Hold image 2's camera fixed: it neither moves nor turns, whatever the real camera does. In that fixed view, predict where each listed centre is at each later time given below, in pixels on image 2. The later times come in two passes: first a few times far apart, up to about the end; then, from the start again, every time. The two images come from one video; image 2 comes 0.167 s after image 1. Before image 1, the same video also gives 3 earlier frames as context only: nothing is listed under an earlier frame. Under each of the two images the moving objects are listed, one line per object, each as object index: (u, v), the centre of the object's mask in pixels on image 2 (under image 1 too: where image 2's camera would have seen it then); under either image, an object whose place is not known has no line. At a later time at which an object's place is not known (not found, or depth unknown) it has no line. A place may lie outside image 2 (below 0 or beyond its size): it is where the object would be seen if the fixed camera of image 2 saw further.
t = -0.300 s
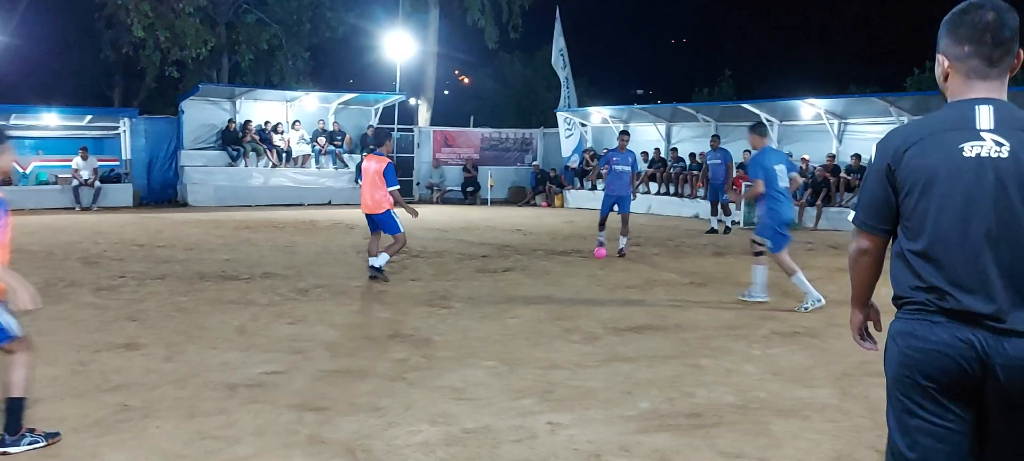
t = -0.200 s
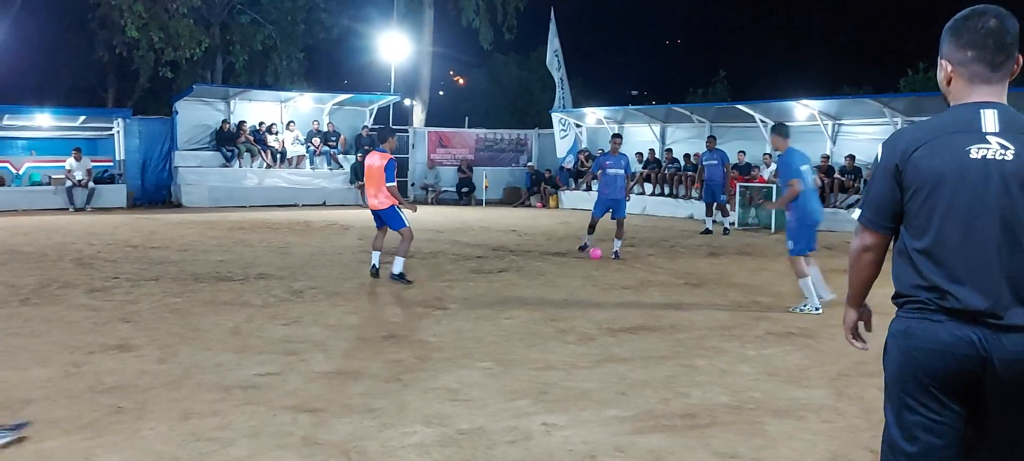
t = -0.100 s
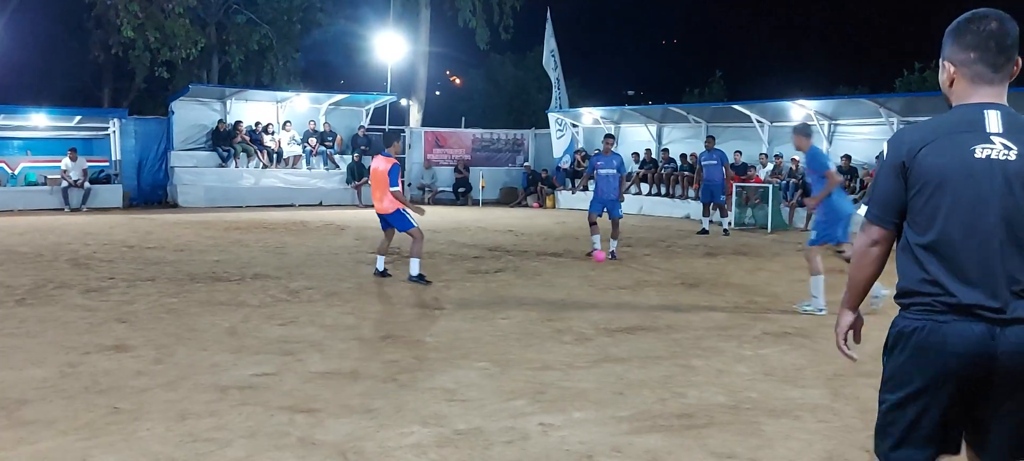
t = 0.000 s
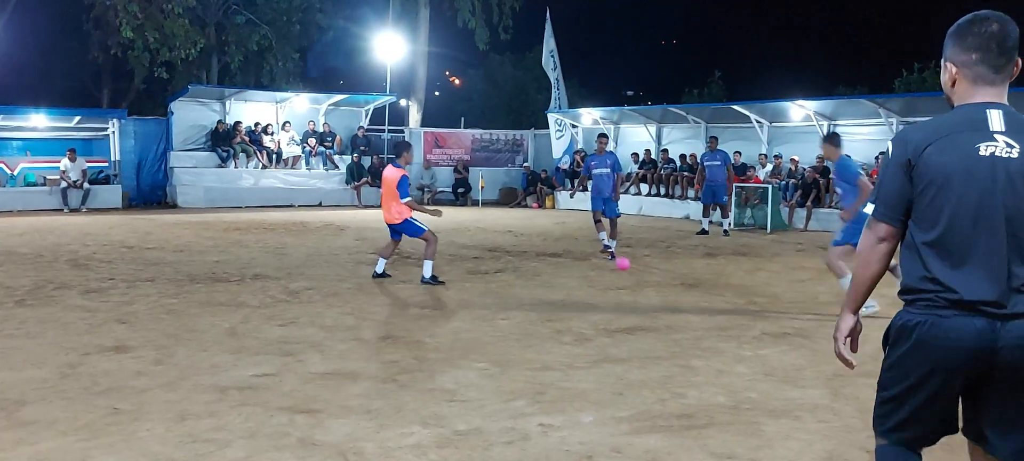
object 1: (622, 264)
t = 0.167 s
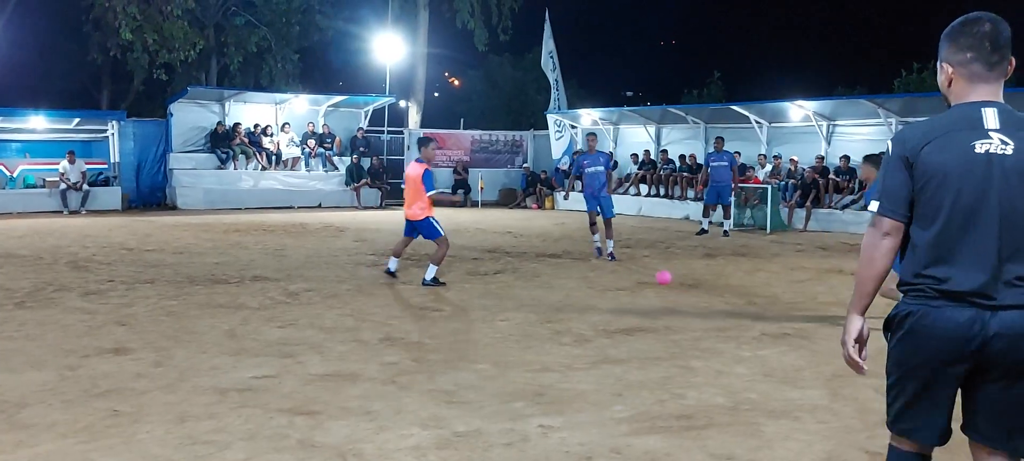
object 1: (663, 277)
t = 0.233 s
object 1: (680, 282)
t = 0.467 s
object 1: (736, 299)
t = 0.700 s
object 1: (798, 316)
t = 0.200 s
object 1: (671, 279)
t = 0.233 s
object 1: (680, 282)
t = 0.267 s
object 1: (688, 284)
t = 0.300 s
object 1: (696, 287)
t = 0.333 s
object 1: (704, 289)
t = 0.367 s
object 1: (713, 291)
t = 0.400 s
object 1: (720, 294)
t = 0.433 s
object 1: (728, 297)
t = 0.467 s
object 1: (736, 299)
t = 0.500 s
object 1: (744, 301)
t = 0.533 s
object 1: (752, 303)
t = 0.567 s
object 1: (761, 305)
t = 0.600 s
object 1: (769, 308)
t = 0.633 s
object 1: (779, 309)
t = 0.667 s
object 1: (788, 312)
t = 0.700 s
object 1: (798, 316)
